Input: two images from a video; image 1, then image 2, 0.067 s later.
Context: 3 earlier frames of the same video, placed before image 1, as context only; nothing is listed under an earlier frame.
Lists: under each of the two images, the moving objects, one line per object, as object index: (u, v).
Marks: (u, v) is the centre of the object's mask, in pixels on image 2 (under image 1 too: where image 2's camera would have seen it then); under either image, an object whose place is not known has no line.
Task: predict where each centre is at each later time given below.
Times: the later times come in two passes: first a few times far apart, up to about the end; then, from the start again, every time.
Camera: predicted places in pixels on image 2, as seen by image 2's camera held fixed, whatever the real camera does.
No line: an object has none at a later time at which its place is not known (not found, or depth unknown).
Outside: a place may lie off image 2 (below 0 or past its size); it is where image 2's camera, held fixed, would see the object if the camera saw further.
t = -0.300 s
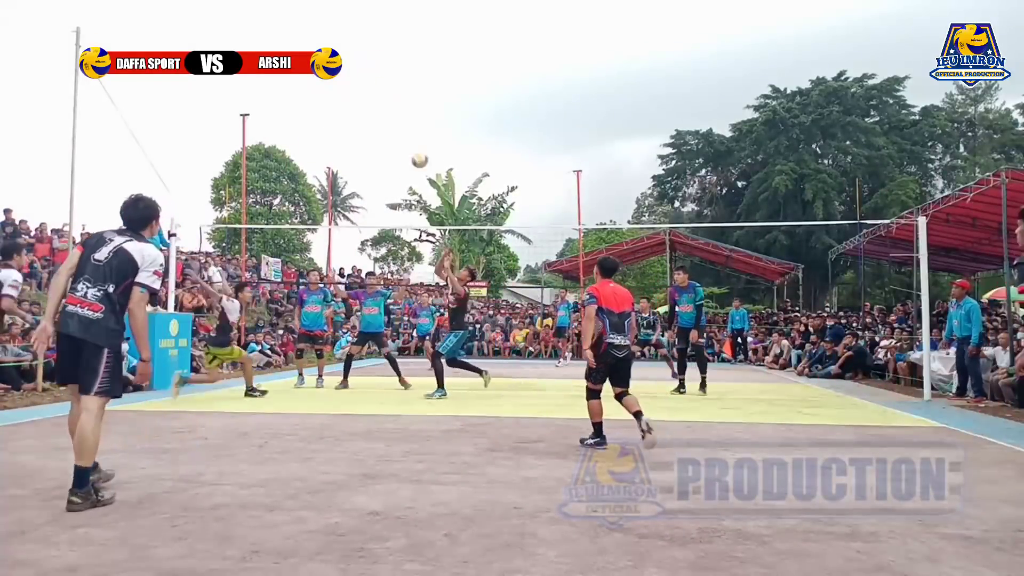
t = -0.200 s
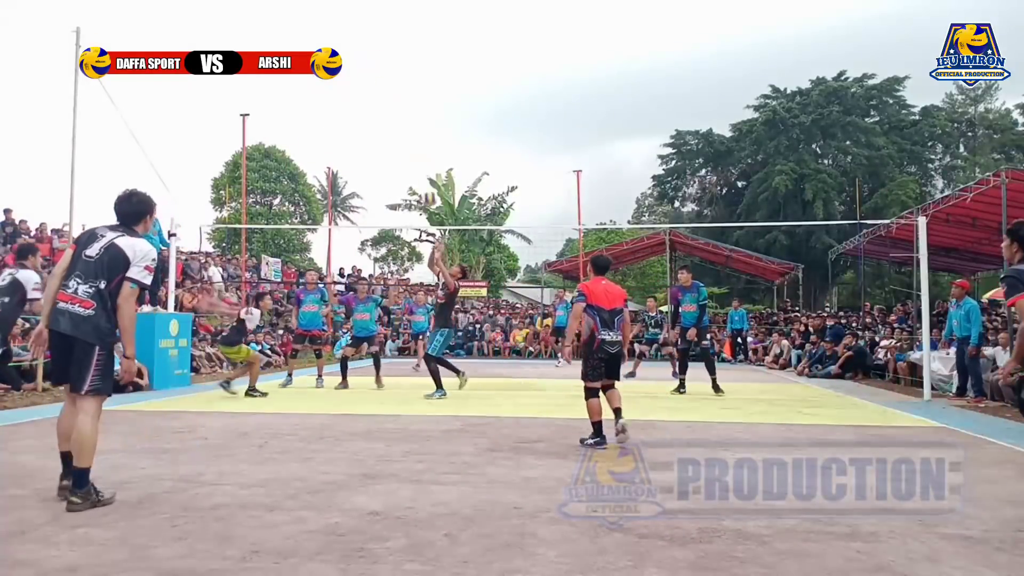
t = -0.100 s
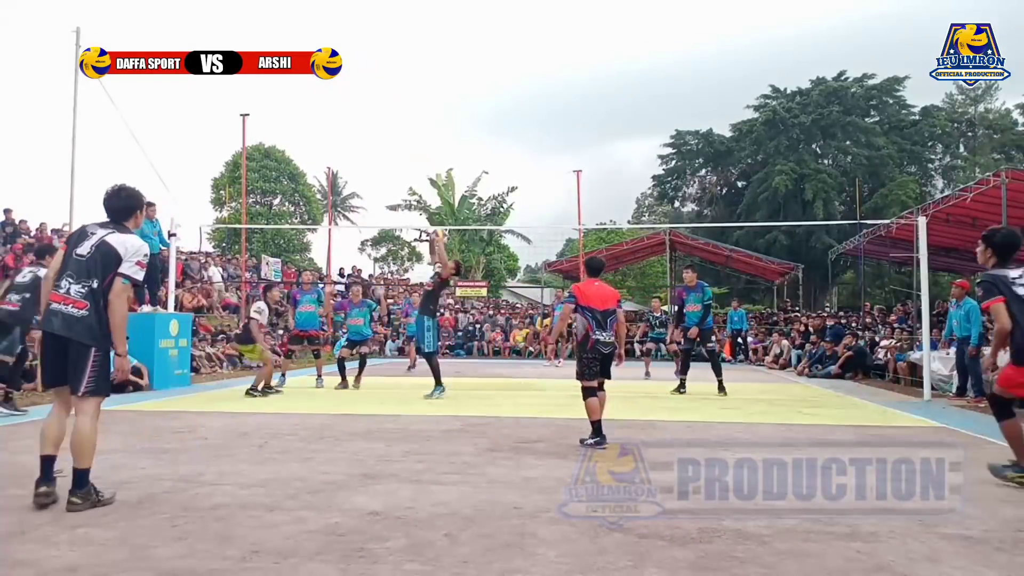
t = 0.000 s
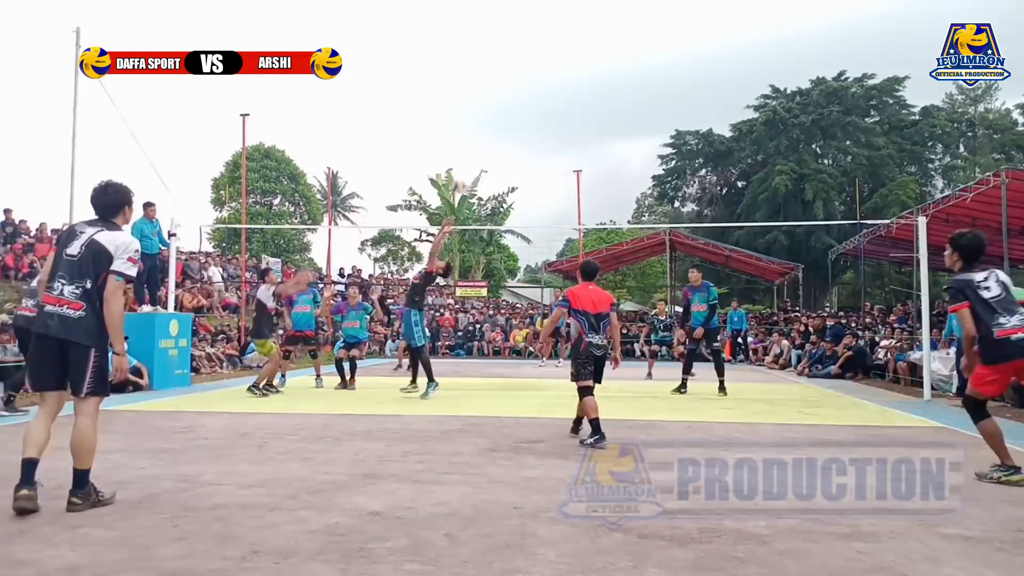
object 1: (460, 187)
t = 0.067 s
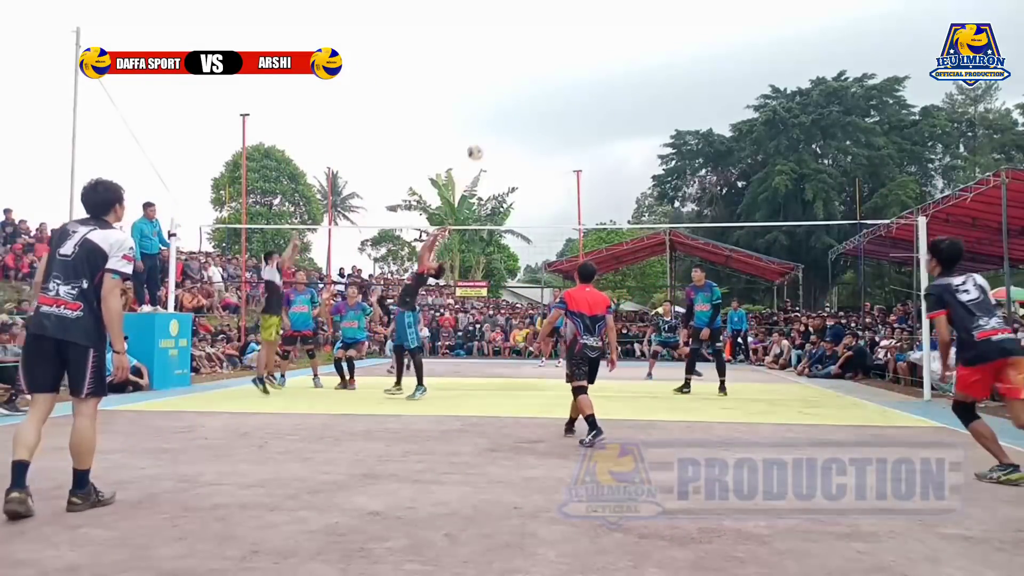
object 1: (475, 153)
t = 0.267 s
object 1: (522, 68)
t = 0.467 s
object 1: (569, 13)
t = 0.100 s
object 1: (482, 137)
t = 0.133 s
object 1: (490, 121)
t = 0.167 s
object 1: (498, 107)
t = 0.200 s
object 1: (506, 93)
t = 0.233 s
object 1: (514, 80)
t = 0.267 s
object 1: (522, 68)
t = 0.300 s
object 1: (529, 57)
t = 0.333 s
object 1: (537, 46)
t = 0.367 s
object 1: (545, 37)
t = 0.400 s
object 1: (553, 28)
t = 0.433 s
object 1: (561, 20)
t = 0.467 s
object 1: (569, 13)
